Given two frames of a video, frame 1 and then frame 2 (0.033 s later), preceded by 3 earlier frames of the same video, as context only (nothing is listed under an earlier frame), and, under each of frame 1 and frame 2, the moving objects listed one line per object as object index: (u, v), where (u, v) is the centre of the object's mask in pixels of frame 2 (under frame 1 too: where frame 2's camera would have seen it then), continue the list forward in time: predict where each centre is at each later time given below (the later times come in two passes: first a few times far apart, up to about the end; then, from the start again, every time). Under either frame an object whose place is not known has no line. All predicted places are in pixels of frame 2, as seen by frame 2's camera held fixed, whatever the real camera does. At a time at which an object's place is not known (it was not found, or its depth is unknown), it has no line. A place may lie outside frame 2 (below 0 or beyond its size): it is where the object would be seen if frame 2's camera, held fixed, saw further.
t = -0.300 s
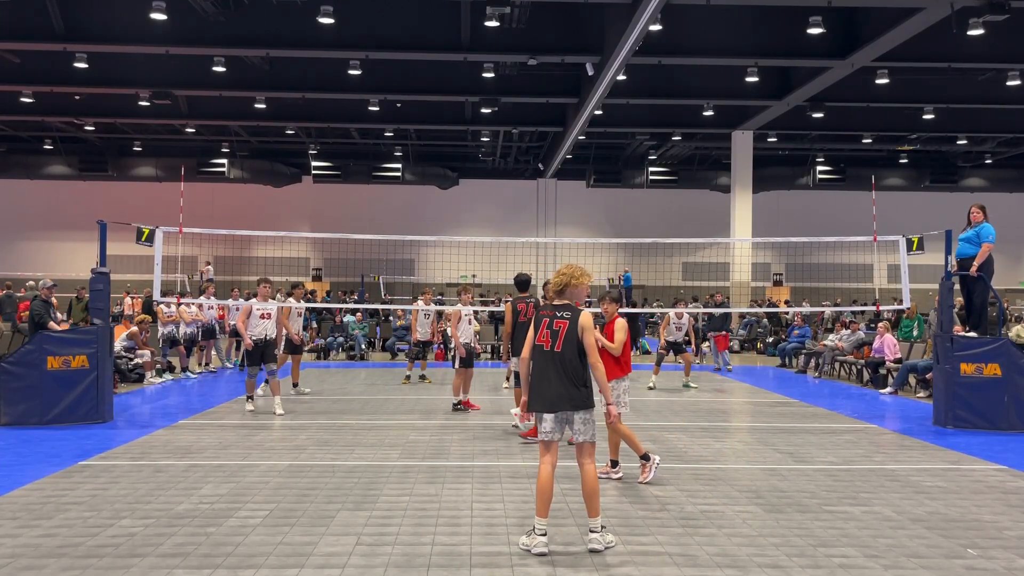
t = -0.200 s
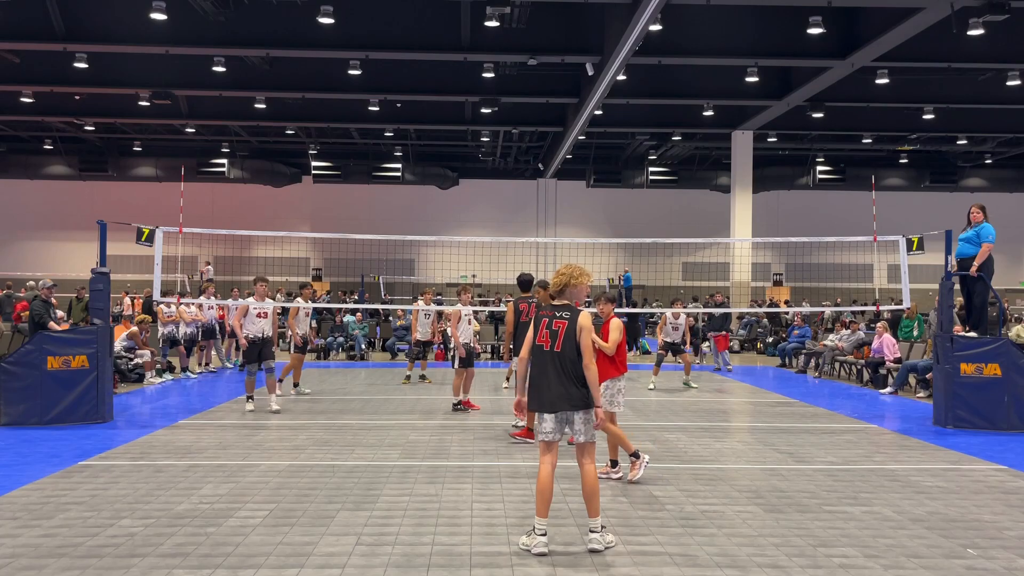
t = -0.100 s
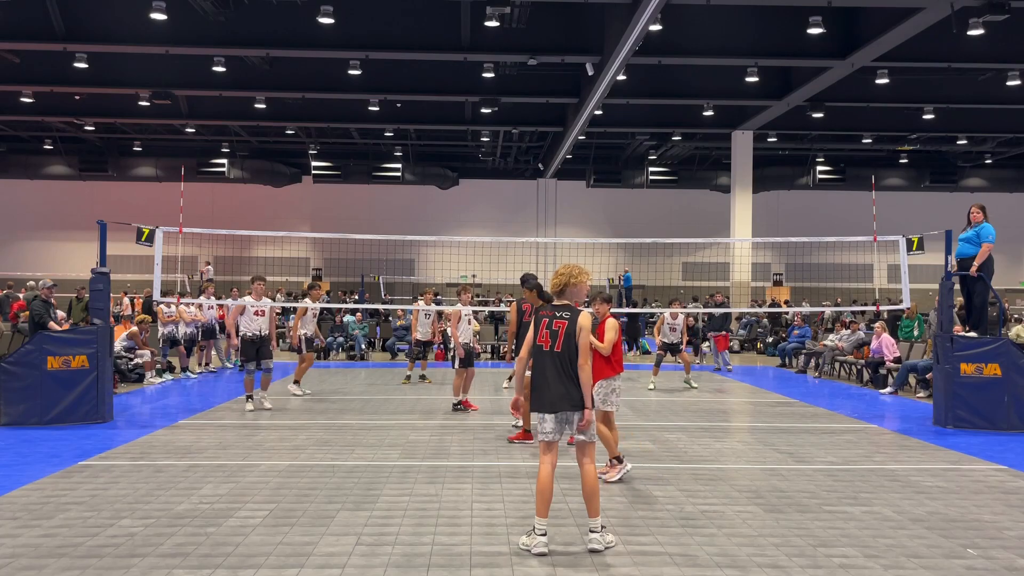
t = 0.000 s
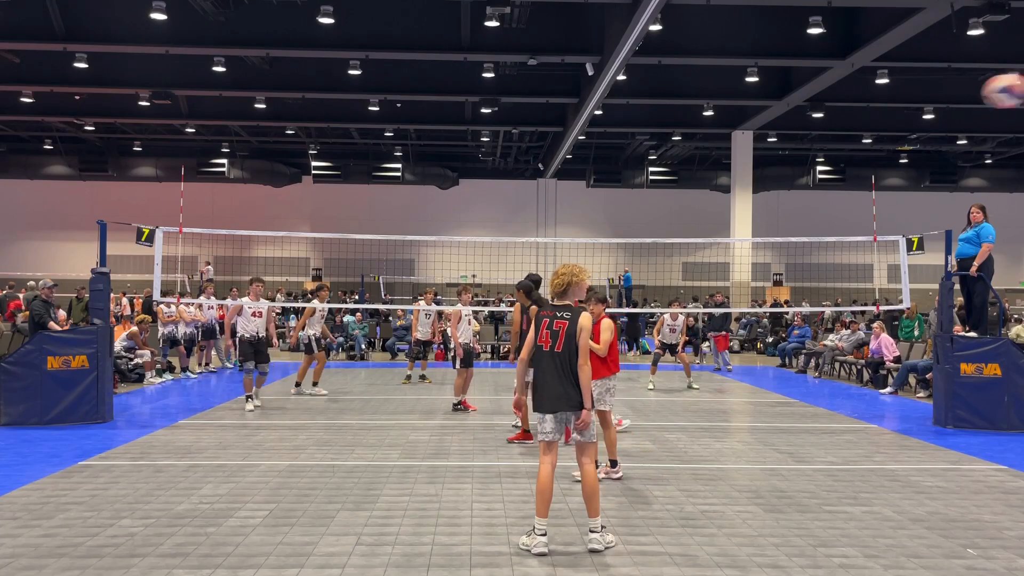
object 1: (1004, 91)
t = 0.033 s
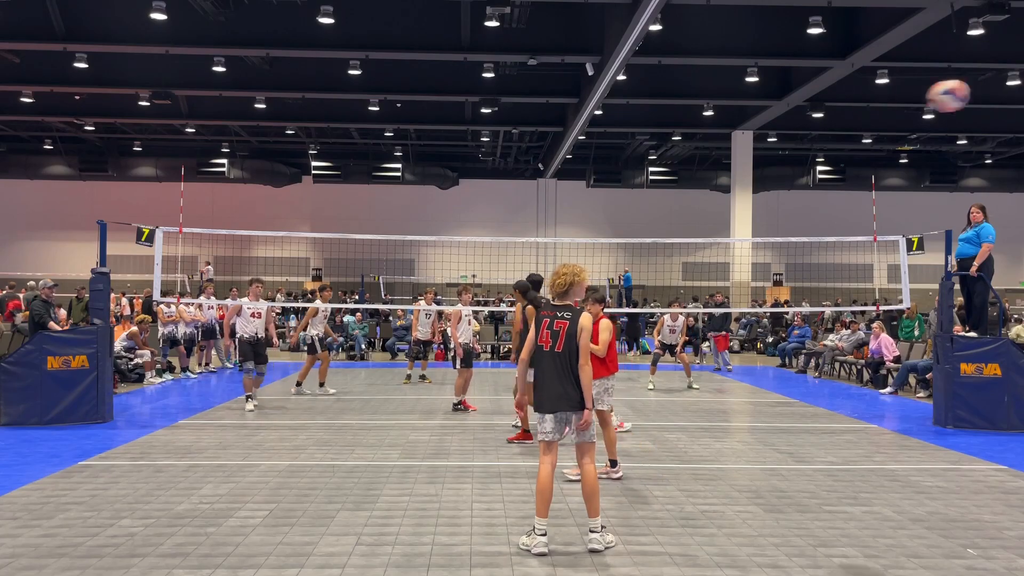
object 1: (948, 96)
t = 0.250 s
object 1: (705, 146)
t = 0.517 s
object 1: (554, 214)
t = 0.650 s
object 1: (507, 251)
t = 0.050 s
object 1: (922, 99)
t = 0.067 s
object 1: (898, 102)
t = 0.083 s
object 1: (875, 105)
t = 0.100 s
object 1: (853, 109)
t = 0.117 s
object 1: (834, 112)
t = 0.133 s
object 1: (815, 116)
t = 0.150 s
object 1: (796, 121)
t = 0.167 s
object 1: (780, 125)
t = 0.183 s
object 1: (764, 129)
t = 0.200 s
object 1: (748, 132)
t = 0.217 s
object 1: (732, 137)
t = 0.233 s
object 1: (718, 142)
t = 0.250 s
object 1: (705, 146)
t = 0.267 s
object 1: (692, 150)
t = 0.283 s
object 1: (680, 154)
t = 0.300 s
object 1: (669, 159)
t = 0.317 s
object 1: (658, 163)
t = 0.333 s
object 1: (646, 167)
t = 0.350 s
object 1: (636, 171)
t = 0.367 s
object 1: (626, 176)
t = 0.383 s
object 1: (617, 179)
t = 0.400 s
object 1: (608, 183)
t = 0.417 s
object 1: (599, 187)
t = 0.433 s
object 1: (592, 192)
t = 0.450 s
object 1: (583, 196)
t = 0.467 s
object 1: (575, 201)
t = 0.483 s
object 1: (568, 205)
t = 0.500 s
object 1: (561, 209)
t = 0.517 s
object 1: (554, 214)
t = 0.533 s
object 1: (548, 218)
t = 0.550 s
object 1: (541, 223)
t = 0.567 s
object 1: (535, 228)
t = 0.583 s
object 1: (529, 231)
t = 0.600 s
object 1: (523, 235)
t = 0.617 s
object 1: (518, 241)
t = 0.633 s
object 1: (512, 247)
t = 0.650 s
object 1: (507, 251)
